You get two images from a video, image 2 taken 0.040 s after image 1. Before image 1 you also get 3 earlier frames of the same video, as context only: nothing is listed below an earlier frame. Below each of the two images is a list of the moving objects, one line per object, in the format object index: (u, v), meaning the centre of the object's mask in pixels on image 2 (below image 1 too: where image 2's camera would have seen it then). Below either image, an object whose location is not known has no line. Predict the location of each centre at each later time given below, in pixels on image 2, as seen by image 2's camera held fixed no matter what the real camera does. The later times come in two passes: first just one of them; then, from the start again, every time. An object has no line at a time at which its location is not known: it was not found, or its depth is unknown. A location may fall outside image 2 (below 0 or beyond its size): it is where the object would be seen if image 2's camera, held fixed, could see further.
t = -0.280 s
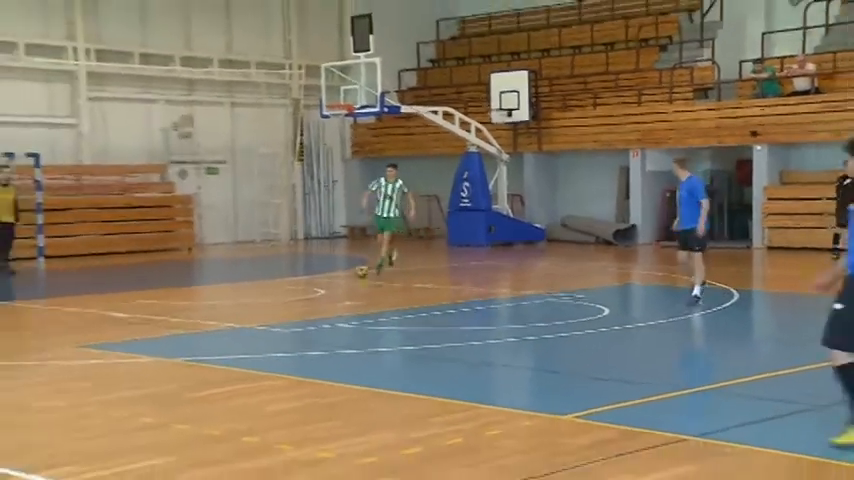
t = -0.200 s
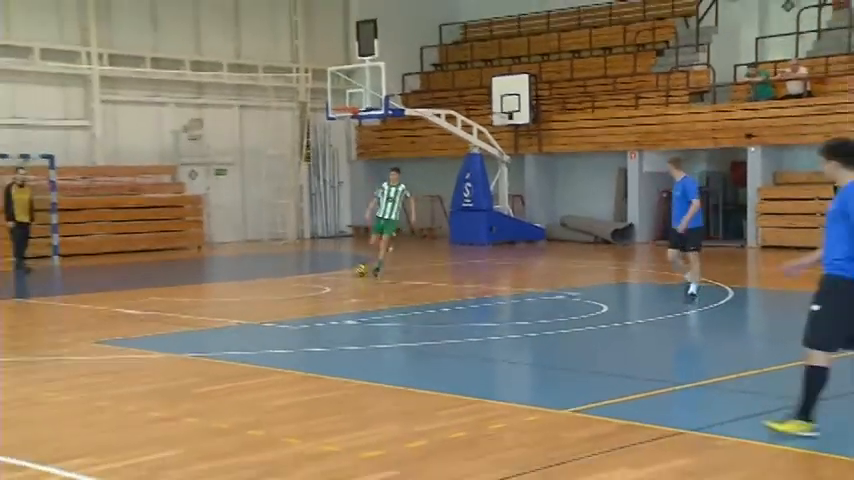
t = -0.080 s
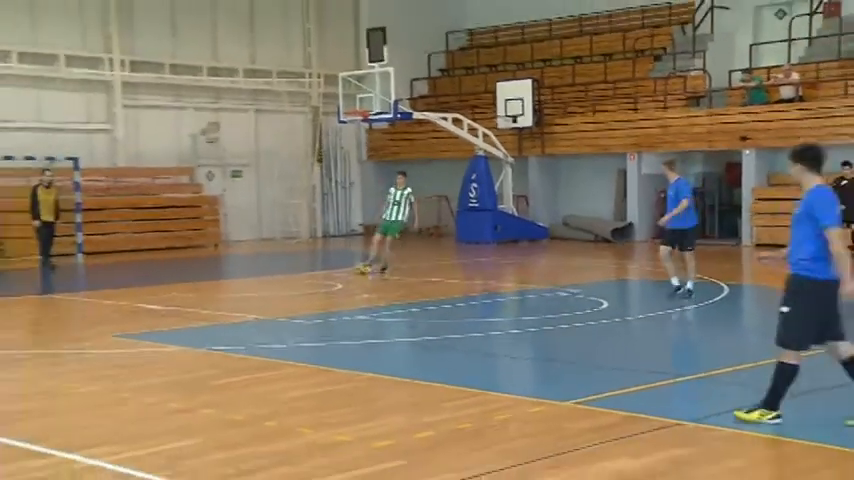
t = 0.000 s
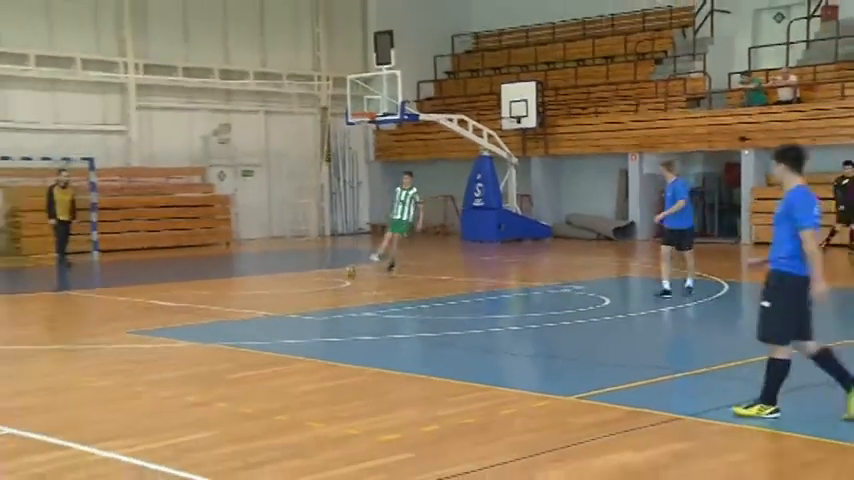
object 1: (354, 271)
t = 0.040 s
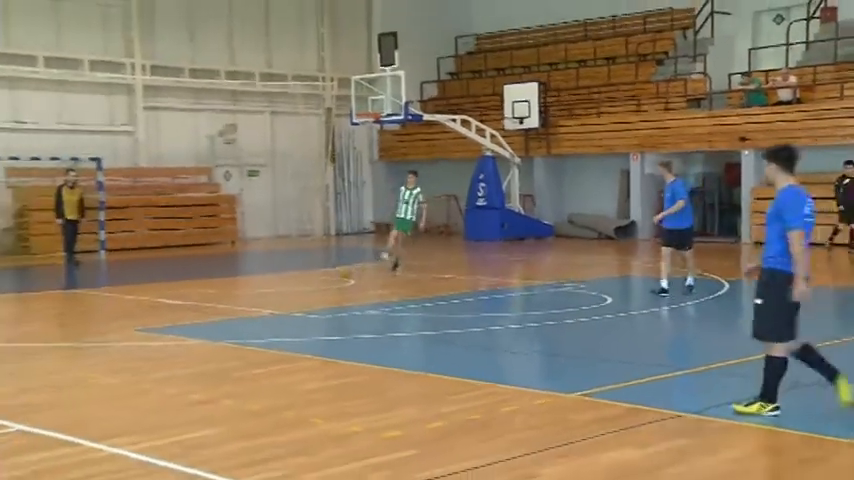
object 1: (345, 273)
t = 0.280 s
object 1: (291, 285)
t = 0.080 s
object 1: (337, 273)
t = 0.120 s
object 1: (327, 276)
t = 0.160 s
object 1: (319, 277)
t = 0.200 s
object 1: (307, 280)
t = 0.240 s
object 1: (299, 282)
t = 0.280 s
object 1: (291, 285)
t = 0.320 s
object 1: (280, 287)
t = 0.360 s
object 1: (269, 290)
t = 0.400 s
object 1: (260, 292)
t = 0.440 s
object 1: (251, 295)
